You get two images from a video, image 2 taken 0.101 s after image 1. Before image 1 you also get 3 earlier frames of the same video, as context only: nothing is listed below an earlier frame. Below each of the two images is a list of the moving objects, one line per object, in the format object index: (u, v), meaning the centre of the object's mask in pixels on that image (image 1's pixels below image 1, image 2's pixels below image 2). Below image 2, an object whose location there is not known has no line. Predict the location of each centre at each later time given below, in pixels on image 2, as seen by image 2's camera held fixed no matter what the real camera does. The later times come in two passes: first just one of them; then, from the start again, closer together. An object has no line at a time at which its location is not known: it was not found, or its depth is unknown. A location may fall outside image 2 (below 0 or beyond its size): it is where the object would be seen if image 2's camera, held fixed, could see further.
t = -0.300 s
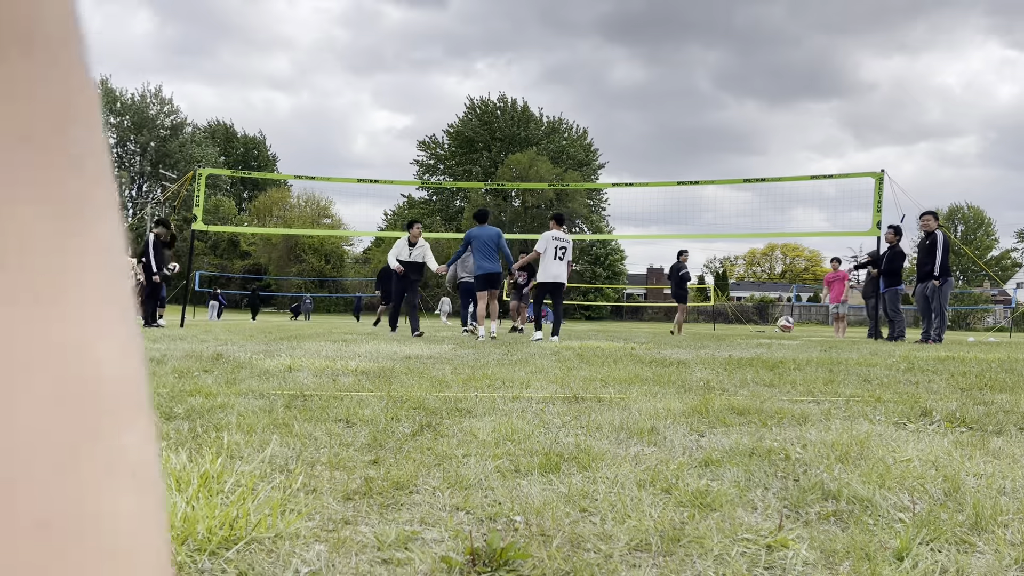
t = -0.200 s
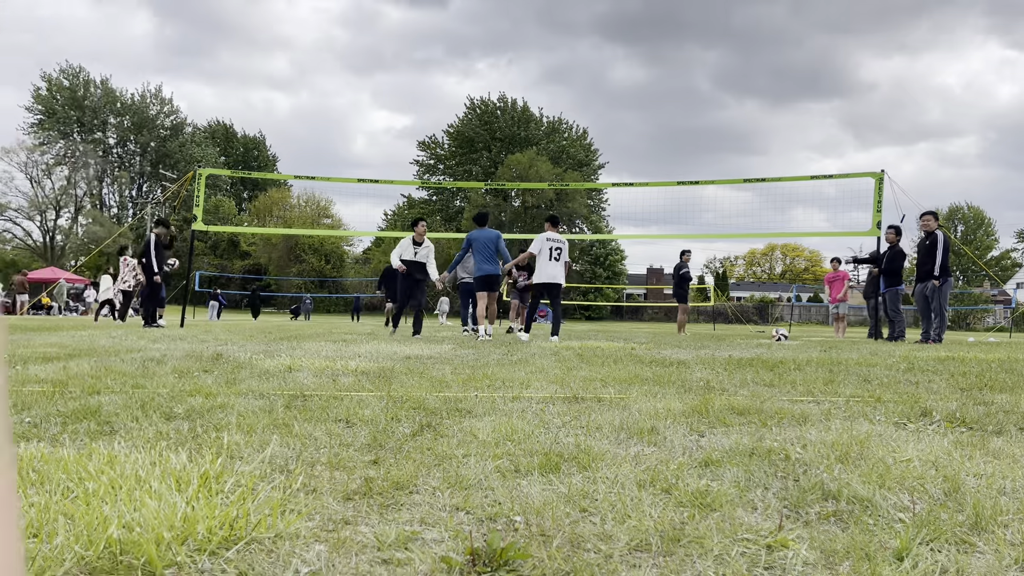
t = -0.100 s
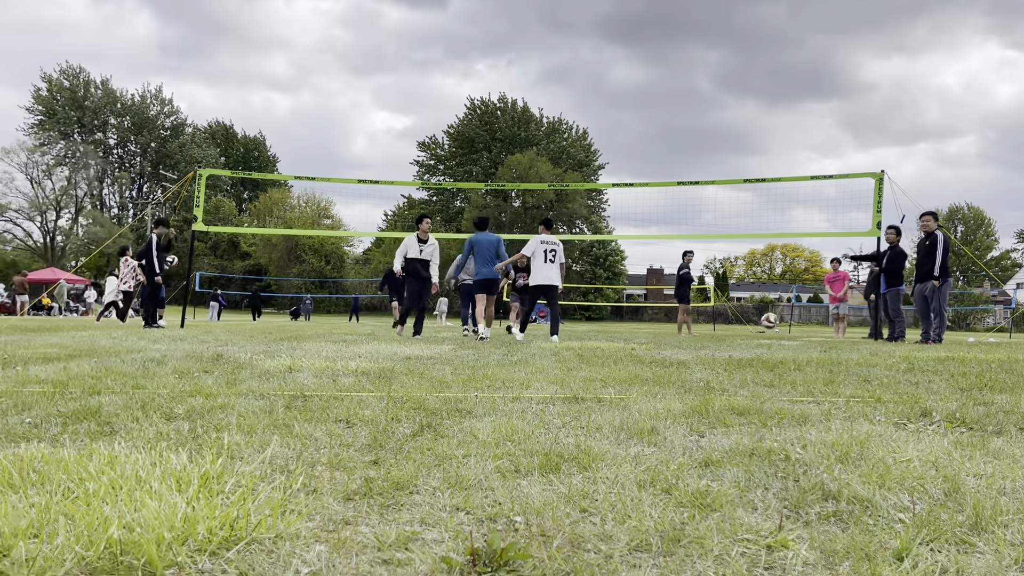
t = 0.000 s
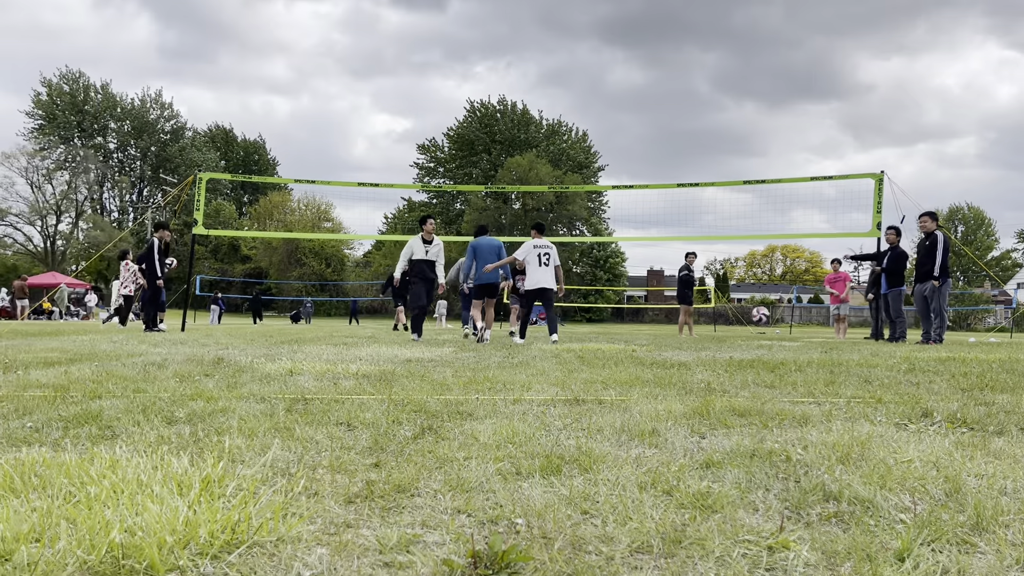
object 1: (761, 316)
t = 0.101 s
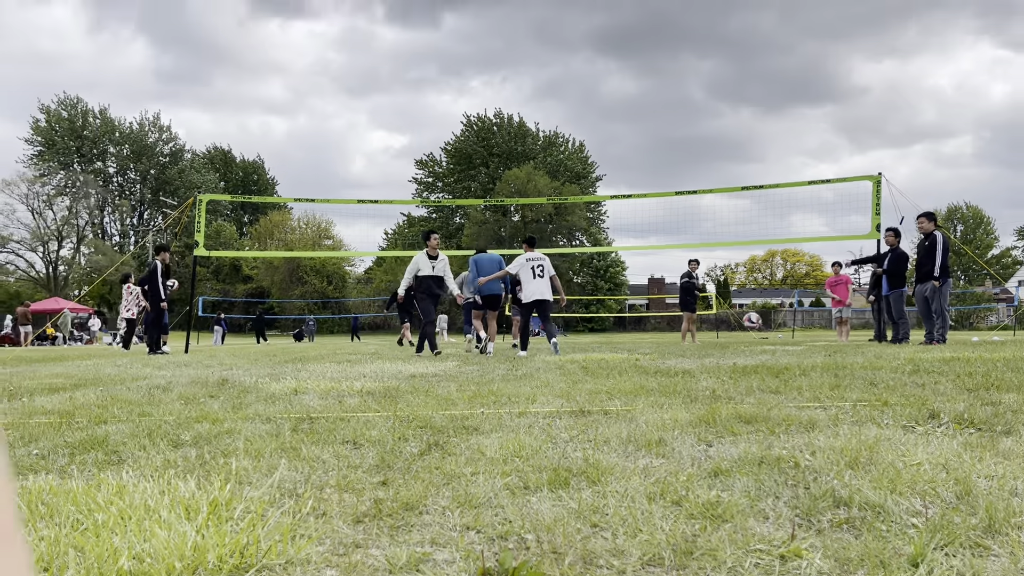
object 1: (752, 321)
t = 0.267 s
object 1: (734, 341)
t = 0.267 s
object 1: (734, 341)
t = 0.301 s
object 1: (731, 344)
